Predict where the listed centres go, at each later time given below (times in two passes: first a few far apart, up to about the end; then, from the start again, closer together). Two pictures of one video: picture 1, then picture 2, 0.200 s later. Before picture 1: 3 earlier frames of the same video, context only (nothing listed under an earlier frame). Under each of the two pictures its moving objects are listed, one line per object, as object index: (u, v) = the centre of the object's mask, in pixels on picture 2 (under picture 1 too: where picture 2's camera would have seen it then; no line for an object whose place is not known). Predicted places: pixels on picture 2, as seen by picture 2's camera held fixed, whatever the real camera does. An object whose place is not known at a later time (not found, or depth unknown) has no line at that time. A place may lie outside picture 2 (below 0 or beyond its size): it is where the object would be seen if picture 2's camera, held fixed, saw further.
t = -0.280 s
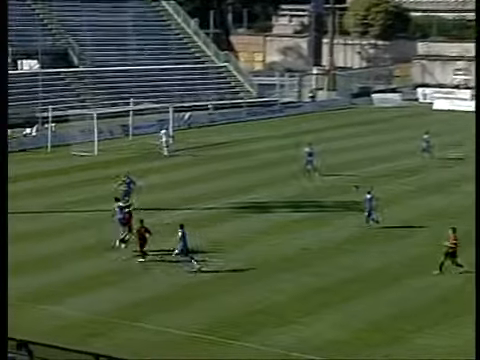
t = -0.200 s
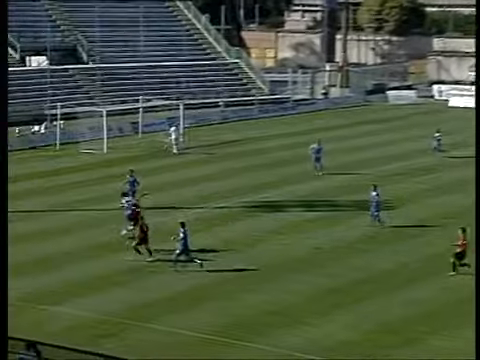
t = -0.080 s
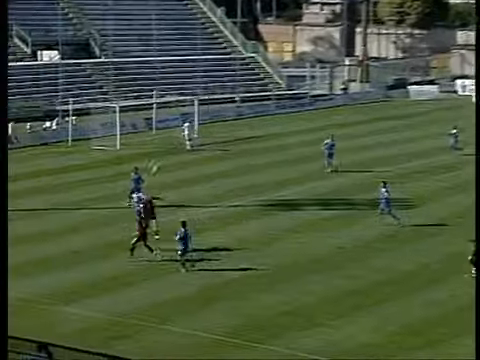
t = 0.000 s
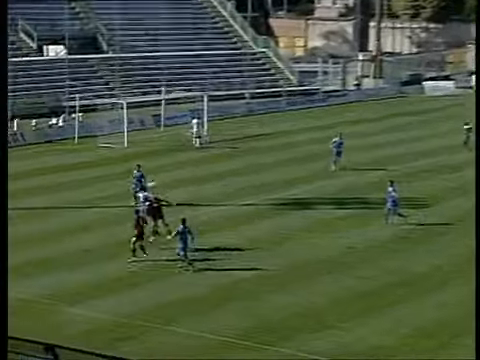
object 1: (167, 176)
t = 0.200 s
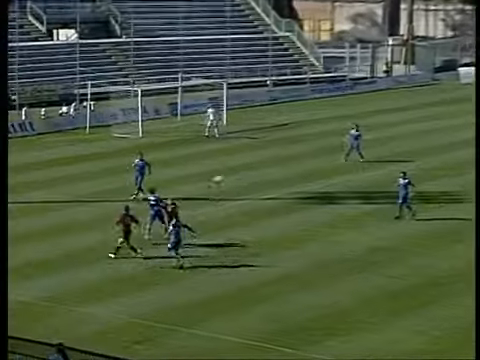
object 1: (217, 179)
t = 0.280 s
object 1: (237, 183)
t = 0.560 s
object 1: (309, 214)
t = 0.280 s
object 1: (237, 183)
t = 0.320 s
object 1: (246, 185)
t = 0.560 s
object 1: (309, 214)
